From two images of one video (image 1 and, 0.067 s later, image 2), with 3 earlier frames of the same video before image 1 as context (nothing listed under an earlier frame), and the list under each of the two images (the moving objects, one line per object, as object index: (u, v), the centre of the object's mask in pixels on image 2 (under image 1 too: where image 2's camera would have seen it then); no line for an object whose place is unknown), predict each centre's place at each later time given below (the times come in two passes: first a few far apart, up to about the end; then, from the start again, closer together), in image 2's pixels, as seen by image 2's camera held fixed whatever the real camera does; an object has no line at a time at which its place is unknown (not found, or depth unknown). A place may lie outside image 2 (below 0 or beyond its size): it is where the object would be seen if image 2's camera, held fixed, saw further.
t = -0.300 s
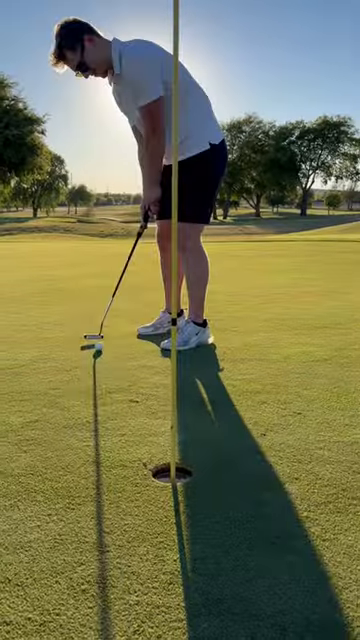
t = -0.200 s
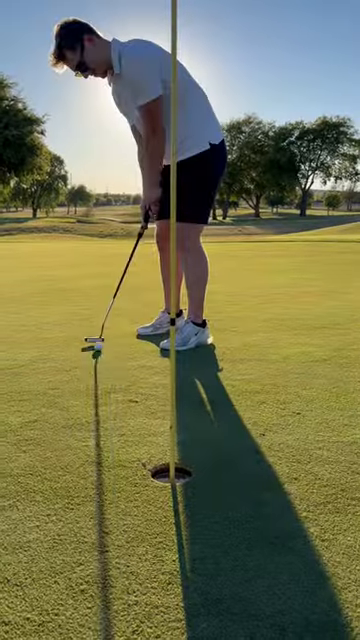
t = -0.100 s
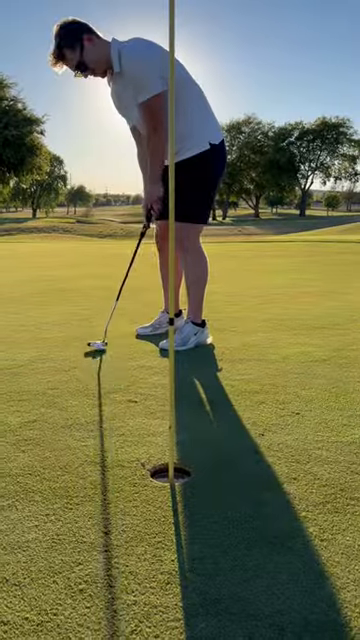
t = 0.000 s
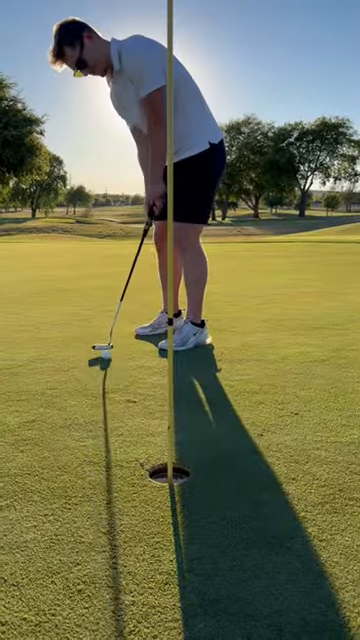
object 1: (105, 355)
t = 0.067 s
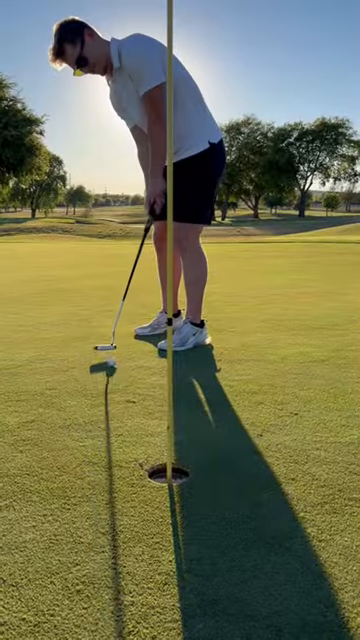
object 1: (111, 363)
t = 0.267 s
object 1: (128, 379)
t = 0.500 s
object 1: (148, 401)
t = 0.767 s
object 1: (176, 430)
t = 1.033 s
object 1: (196, 457)
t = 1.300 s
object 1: (216, 483)
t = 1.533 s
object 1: (227, 499)
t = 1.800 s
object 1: (231, 508)
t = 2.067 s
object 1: (231, 507)
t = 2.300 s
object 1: (231, 507)
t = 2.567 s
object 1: (230, 507)
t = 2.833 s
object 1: (230, 507)
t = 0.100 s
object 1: (115, 364)
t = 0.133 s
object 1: (117, 367)
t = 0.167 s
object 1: (120, 370)
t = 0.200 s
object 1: (123, 373)
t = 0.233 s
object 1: (125, 376)
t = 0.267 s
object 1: (128, 379)
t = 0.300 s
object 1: (131, 381)
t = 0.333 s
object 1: (134, 385)
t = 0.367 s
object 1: (137, 388)
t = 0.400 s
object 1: (140, 392)
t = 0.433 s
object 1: (143, 395)
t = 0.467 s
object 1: (145, 398)
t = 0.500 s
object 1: (148, 401)
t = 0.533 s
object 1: (151, 405)
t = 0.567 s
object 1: (155, 408)
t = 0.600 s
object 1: (158, 412)
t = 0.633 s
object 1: (161, 415)
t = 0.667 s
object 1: (163, 418)
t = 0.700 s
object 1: (164, 422)
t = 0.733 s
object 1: (174, 426)
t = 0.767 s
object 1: (176, 430)
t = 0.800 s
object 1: (177, 433)
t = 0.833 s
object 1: (180, 436)
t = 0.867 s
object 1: (182, 440)
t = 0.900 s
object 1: (185, 443)
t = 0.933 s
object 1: (188, 447)
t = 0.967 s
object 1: (191, 450)
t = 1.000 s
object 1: (194, 454)
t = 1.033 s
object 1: (196, 457)
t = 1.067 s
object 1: (199, 460)
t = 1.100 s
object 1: (202, 463)
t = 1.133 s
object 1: (204, 467)
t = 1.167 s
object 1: (206, 470)
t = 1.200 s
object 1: (209, 473)
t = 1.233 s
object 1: (211, 476)
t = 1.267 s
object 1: (214, 480)
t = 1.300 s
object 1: (216, 483)
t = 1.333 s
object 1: (218, 486)
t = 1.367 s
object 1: (220, 488)
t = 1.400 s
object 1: (222, 491)
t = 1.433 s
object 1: (223, 493)
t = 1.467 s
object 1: (224, 495)
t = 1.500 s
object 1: (226, 497)
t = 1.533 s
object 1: (227, 499)
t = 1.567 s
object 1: (228, 501)
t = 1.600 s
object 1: (228, 503)
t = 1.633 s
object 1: (229, 504)
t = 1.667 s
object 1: (229, 505)
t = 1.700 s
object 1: (230, 507)
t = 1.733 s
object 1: (230, 507)
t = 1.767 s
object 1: (230, 508)
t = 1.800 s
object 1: (231, 508)
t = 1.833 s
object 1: (231, 508)
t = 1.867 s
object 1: (231, 508)
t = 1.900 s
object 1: (231, 508)
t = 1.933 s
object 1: (231, 508)
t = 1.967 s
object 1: (231, 507)
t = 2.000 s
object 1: (231, 507)
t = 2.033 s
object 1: (231, 507)
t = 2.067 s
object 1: (231, 507)
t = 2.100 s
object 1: (231, 507)
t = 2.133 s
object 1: (231, 507)
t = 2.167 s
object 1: (231, 507)
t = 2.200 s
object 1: (231, 507)
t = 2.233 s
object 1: (231, 507)
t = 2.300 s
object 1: (231, 507)
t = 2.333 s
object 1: (231, 507)
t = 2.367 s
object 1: (231, 507)
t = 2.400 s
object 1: (231, 507)
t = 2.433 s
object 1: (231, 507)
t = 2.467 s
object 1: (231, 507)
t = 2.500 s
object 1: (230, 507)
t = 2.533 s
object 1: (231, 507)
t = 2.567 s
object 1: (230, 507)
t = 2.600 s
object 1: (231, 507)
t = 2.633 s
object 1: (230, 507)
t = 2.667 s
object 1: (231, 507)
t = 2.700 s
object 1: (231, 506)
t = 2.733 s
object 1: (231, 507)
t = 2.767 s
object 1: (231, 507)
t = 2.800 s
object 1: (230, 507)
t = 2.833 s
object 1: (230, 507)
